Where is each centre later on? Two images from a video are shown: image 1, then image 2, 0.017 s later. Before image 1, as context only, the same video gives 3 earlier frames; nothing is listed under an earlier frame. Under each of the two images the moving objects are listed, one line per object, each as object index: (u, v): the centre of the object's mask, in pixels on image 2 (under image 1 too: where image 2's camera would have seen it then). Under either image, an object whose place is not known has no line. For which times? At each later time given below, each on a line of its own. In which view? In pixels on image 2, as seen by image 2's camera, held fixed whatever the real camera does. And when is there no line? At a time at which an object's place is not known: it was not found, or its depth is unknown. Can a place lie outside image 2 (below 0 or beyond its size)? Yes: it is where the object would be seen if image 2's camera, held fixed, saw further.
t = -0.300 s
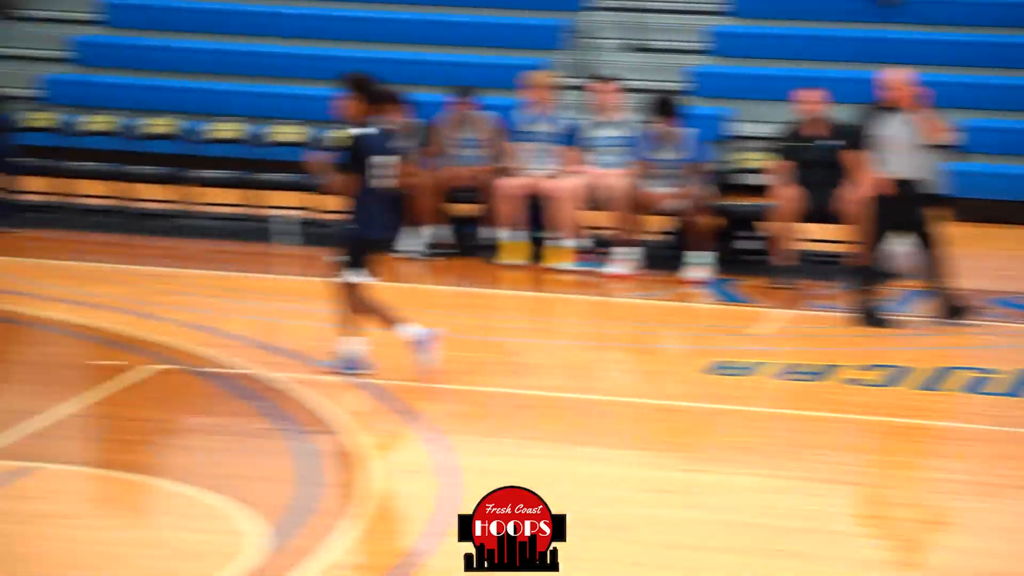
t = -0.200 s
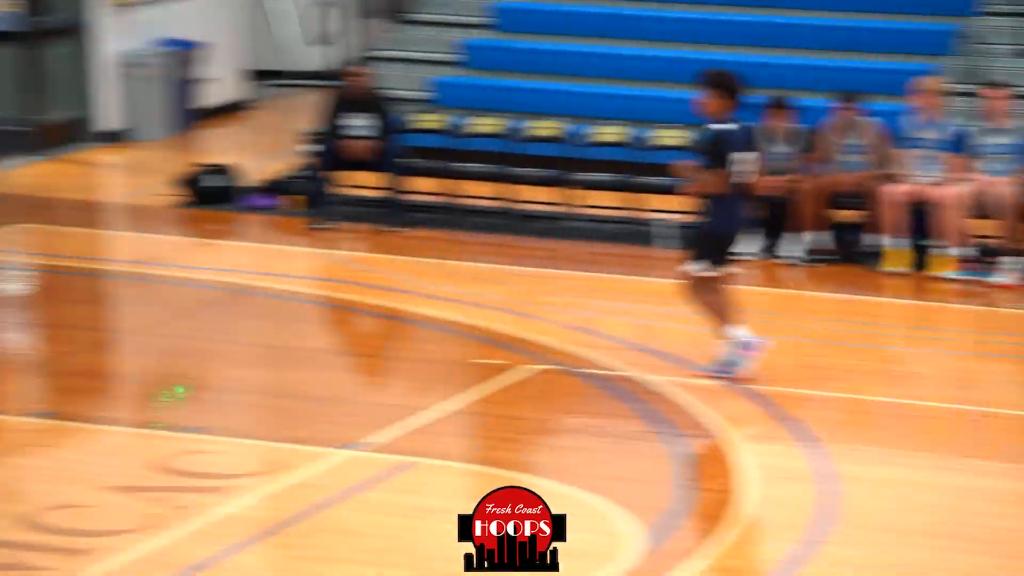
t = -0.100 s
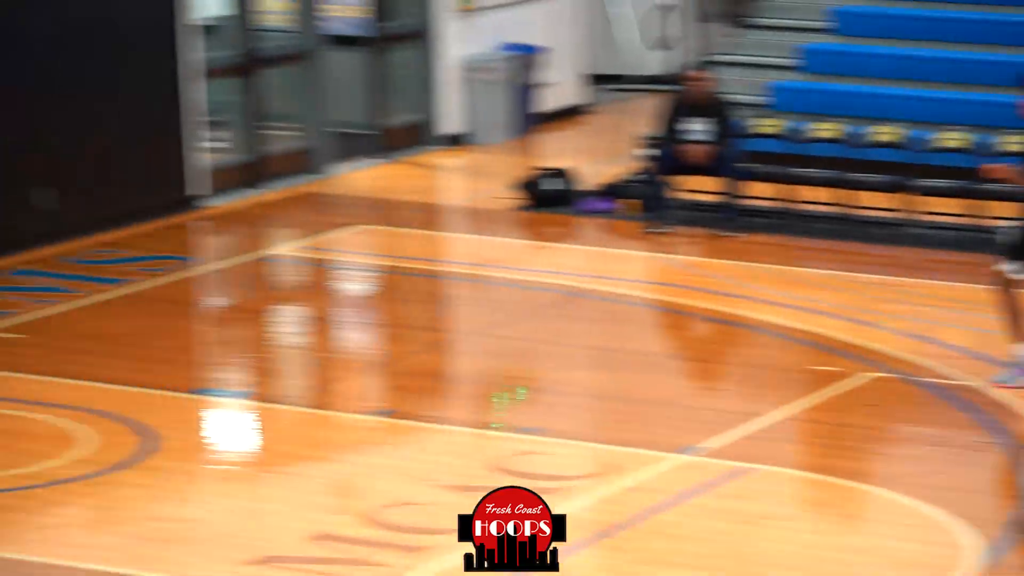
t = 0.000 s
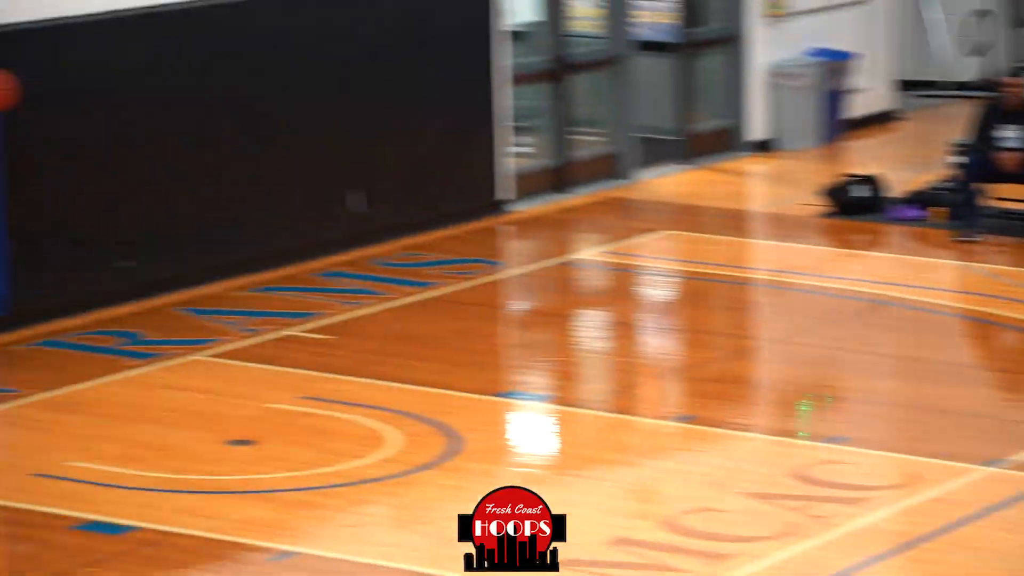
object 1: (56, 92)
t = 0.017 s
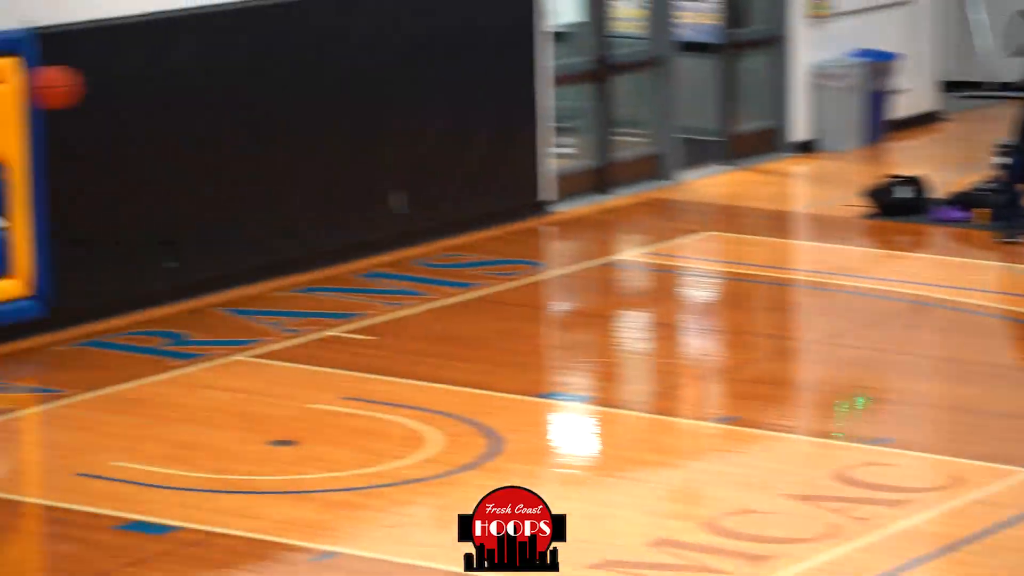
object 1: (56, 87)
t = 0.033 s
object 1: (72, 83)
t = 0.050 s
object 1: (91, 80)
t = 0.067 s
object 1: (110, 76)
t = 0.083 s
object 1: (130, 74)
